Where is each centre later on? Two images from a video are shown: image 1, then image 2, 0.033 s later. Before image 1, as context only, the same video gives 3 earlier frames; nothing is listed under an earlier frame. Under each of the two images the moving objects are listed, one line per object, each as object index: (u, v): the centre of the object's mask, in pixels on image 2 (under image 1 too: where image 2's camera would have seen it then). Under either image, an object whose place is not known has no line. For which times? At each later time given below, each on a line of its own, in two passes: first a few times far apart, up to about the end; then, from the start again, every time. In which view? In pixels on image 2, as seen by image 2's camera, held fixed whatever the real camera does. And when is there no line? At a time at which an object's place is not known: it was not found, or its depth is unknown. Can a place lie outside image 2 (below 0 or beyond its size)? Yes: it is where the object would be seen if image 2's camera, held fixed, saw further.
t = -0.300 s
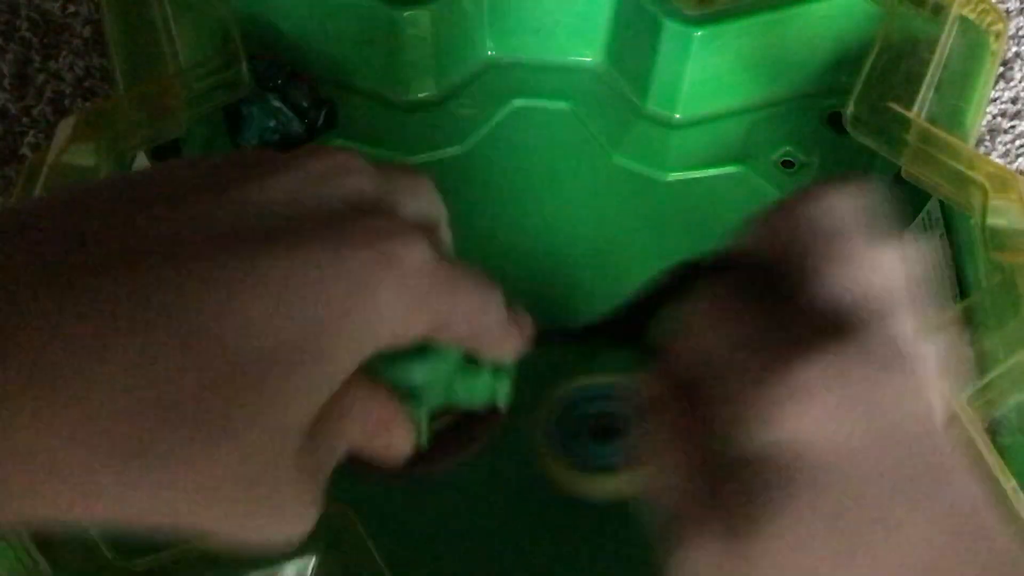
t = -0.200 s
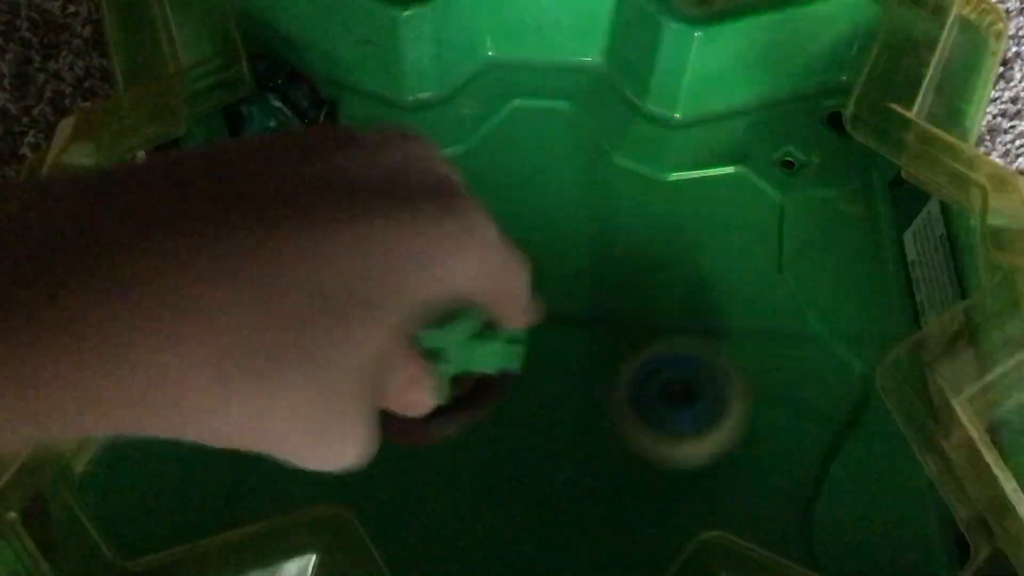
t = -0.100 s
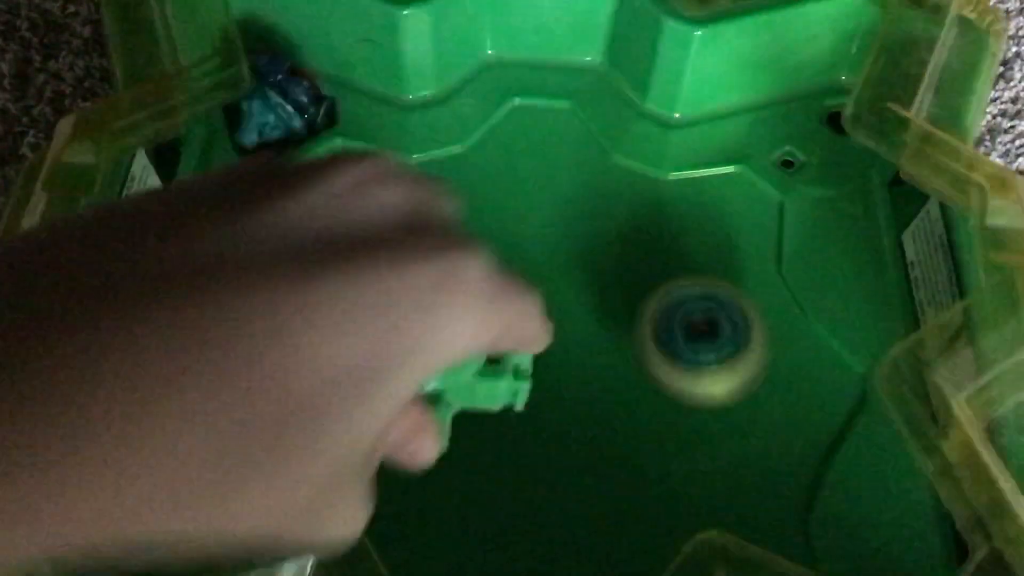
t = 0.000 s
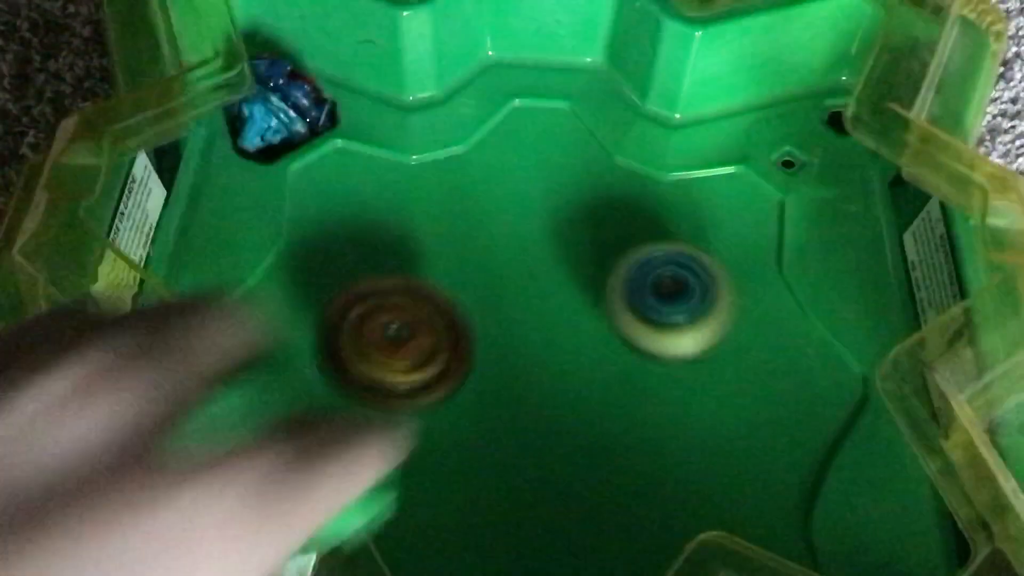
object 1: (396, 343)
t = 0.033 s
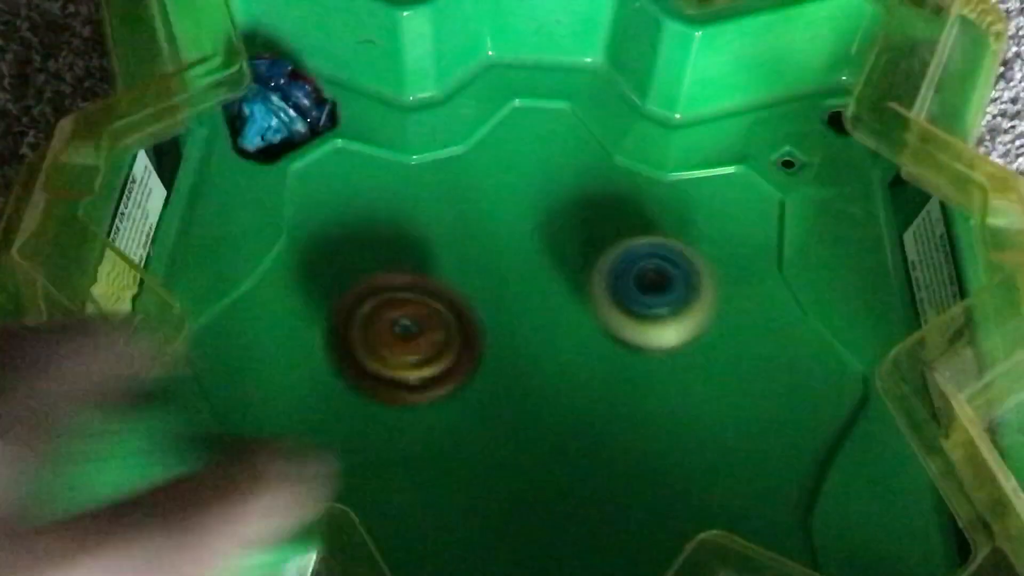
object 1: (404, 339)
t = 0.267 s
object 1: (374, 323)
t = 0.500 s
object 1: (402, 344)
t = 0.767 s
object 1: (432, 275)
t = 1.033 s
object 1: (443, 283)
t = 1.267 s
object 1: (503, 247)
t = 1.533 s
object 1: (502, 250)
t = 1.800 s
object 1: (585, 255)
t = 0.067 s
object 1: (411, 334)
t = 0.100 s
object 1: (414, 329)
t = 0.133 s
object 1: (411, 324)
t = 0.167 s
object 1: (403, 320)
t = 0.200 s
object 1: (392, 319)
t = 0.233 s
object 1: (380, 320)
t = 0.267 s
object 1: (374, 323)
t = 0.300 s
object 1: (372, 328)
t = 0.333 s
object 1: (374, 334)
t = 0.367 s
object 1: (378, 340)
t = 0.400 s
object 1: (384, 345)
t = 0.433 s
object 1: (386, 346)
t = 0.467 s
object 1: (393, 345)
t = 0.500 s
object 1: (402, 344)
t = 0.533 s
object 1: (412, 341)
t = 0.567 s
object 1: (423, 334)
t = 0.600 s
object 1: (430, 325)
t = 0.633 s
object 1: (435, 314)
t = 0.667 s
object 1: (438, 303)
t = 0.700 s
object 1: (438, 292)
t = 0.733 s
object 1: (435, 283)
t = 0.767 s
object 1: (432, 275)
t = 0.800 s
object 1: (429, 270)
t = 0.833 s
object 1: (426, 267)
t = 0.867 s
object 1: (424, 267)
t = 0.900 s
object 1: (423, 269)
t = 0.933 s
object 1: (424, 271)
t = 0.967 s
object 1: (428, 276)
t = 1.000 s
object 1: (434, 280)
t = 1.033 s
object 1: (443, 283)
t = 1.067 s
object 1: (455, 286)
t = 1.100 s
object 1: (469, 287)
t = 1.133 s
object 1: (480, 280)
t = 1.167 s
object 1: (490, 272)
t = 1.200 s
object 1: (497, 264)
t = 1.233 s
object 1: (501, 255)
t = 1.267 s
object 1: (503, 247)
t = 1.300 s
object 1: (504, 240)
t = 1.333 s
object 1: (503, 236)
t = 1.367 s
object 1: (502, 232)
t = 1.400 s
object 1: (500, 231)
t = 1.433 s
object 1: (498, 233)
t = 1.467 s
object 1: (497, 236)
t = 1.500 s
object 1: (499, 243)
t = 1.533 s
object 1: (502, 250)
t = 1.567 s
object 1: (508, 257)
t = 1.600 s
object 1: (518, 265)
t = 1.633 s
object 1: (529, 272)
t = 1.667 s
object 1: (544, 271)
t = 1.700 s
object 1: (558, 269)
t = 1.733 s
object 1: (570, 266)
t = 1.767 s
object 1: (578, 261)
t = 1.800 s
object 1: (585, 255)
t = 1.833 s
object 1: (589, 251)
